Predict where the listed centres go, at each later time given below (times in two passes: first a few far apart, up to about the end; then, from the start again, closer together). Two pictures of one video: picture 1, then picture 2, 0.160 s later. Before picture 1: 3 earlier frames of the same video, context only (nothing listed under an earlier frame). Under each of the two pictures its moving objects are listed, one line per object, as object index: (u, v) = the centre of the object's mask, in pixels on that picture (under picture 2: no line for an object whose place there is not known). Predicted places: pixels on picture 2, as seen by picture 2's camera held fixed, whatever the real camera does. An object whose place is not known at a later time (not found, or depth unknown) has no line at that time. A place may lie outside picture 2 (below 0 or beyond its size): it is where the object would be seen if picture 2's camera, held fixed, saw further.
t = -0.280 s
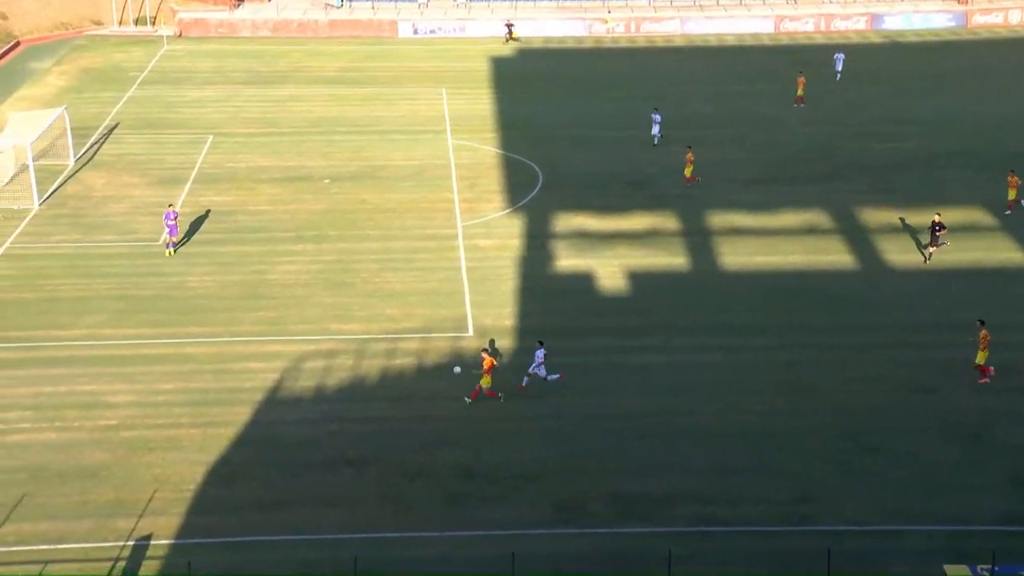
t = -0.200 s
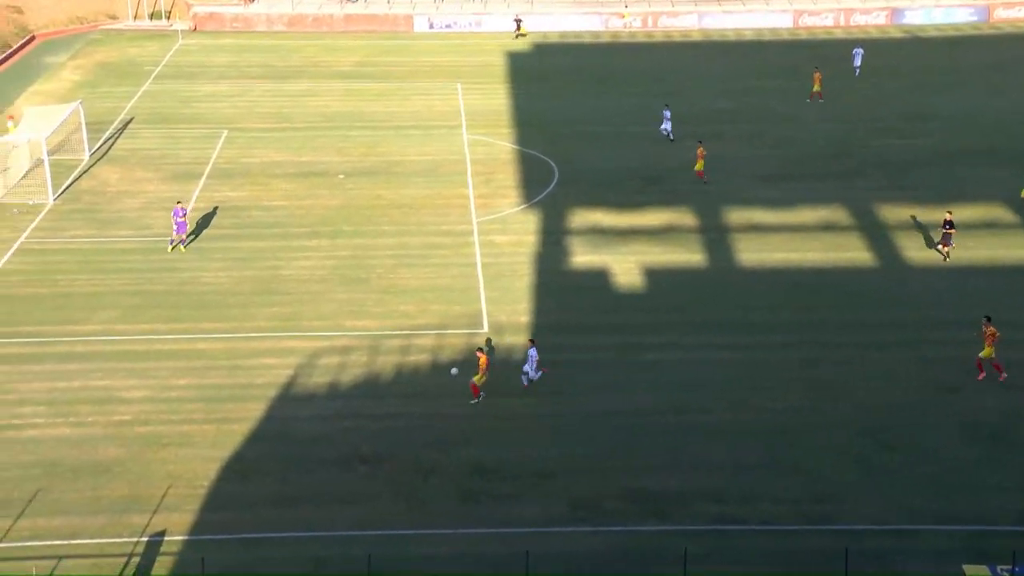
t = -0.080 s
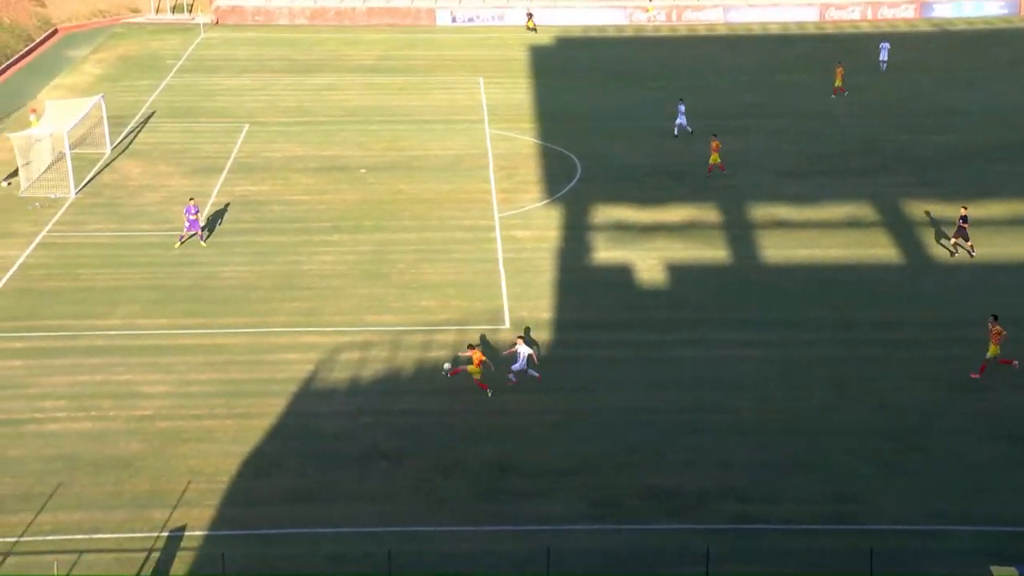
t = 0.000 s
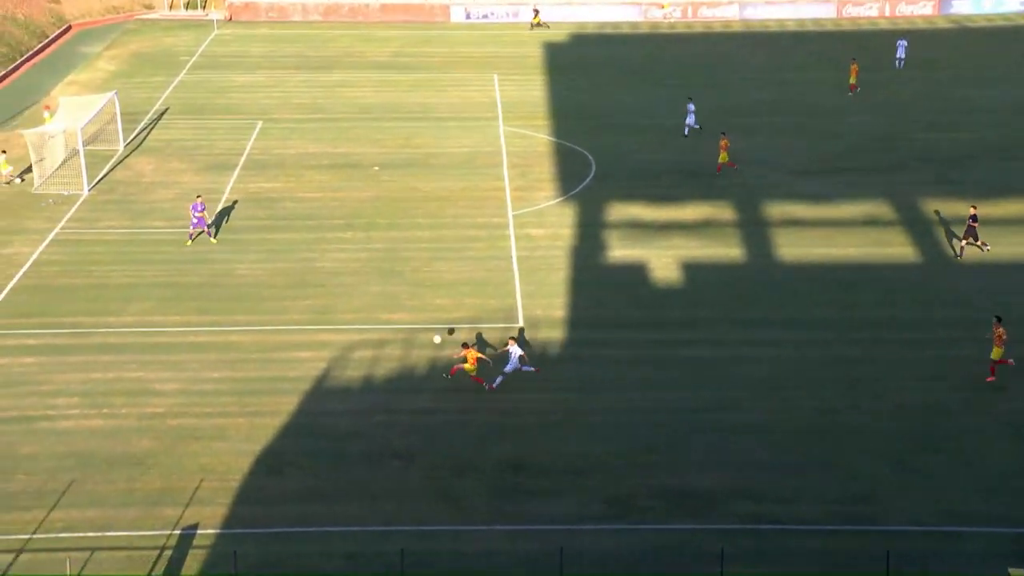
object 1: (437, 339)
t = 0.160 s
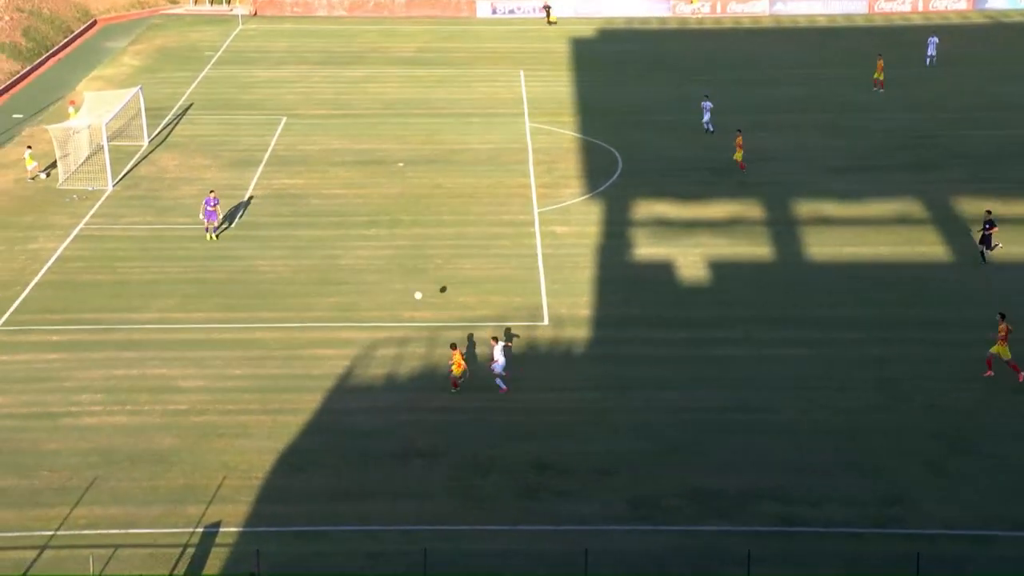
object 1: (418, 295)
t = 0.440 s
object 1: (353, 253)
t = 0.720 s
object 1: (300, 243)
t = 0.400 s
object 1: (362, 257)
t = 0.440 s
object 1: (353, 253)
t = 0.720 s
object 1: (300, 243)
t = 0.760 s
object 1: (294, 244)
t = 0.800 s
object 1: (288, 246)
